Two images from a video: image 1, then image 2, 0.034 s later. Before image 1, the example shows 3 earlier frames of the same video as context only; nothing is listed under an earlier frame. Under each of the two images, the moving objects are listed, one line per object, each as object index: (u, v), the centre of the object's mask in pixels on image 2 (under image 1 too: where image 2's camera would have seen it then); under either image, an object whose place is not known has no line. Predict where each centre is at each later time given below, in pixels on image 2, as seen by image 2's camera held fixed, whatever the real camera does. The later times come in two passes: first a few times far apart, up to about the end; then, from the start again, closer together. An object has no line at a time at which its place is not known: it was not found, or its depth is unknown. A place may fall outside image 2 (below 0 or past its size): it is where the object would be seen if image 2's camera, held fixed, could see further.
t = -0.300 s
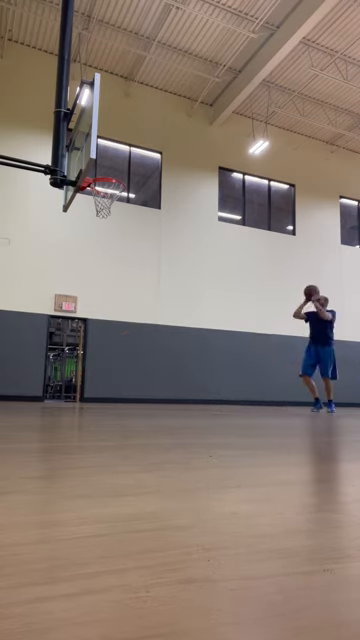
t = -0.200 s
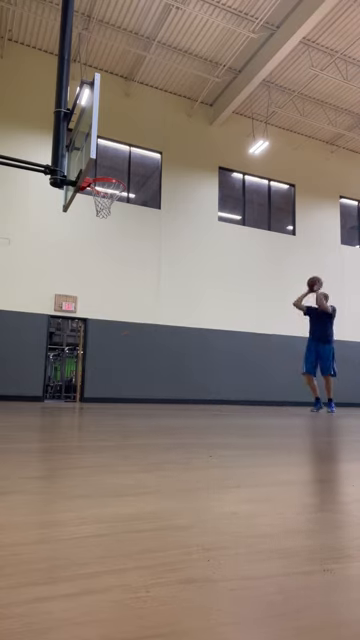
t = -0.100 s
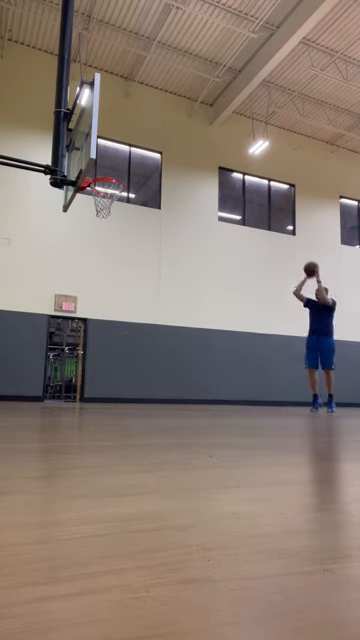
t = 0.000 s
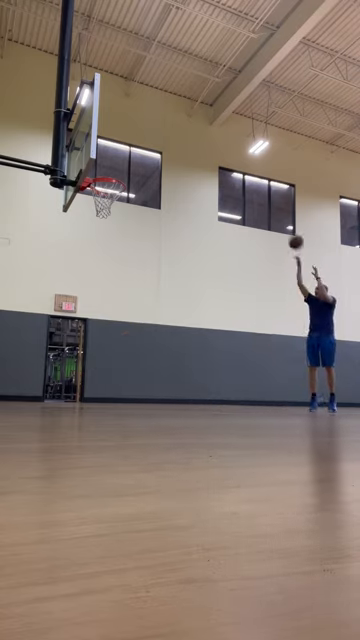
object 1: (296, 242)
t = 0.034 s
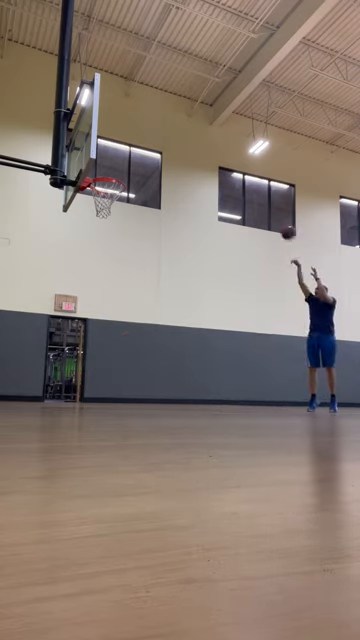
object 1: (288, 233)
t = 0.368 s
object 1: (209, 171)
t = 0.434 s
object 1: (193, 167)
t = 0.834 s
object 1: (99, 198)
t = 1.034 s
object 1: (104, 235)
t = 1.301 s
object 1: (106, 342)
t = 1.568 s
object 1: (130, 334)
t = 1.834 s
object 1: (164, 271)
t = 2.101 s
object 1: (195, 268)
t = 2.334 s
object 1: (223, 316)
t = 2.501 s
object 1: (243, 382)
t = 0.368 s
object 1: (209, 171)
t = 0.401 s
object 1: (201, 168)
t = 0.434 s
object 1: (193, 167)
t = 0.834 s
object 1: (99, 198)
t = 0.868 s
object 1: (100, 202)
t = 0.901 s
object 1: (101, 207)
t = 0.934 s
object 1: (102, 213)
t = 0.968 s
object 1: (103, 219)
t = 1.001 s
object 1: (103, 227)
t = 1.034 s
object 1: (104, 235)
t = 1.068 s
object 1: (105, 245)
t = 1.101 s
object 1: (105, 255)
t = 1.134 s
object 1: (106, 267)
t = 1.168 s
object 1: (107, 279)
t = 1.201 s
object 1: (107, 293)
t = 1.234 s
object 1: (108, 307)
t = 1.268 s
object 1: (107, 324)
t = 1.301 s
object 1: (106, 342)
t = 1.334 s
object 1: (106, 361)
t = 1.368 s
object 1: (106, 380)
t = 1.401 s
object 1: (108, 401)
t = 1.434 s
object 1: (111, 389)
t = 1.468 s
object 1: (116, 373)
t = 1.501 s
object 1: (121, 360)
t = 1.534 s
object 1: (125, 347)
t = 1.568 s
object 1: (130, 334)
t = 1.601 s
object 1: (134, 321)
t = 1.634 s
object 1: (139, 311)
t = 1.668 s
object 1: (143, 302)
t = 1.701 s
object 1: (147, 294)
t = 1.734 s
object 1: (151, 287)
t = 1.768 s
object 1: (156, 281)
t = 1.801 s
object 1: (160, 276)
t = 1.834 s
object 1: (164, 271)
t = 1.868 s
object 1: (168, 267)
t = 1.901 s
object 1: (171, 265)
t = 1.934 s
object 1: (175, 263)
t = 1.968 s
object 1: (179, 262)
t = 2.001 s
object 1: (184, 262)
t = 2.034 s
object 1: (187, 263)
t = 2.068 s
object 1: (191, 265)
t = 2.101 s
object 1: (195, 268)
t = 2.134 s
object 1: (199, 272)
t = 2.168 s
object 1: (203, 277)
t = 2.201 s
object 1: (207, 282)
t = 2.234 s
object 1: (212, 289)
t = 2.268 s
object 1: (215, 297)
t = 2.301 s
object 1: (219, 306)
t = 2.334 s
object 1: (223, 316)
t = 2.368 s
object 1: (227, 327)
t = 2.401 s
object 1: (231, 339)
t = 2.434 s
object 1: (235, 353)
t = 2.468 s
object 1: (239, 367)
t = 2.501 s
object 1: (243, 382)
